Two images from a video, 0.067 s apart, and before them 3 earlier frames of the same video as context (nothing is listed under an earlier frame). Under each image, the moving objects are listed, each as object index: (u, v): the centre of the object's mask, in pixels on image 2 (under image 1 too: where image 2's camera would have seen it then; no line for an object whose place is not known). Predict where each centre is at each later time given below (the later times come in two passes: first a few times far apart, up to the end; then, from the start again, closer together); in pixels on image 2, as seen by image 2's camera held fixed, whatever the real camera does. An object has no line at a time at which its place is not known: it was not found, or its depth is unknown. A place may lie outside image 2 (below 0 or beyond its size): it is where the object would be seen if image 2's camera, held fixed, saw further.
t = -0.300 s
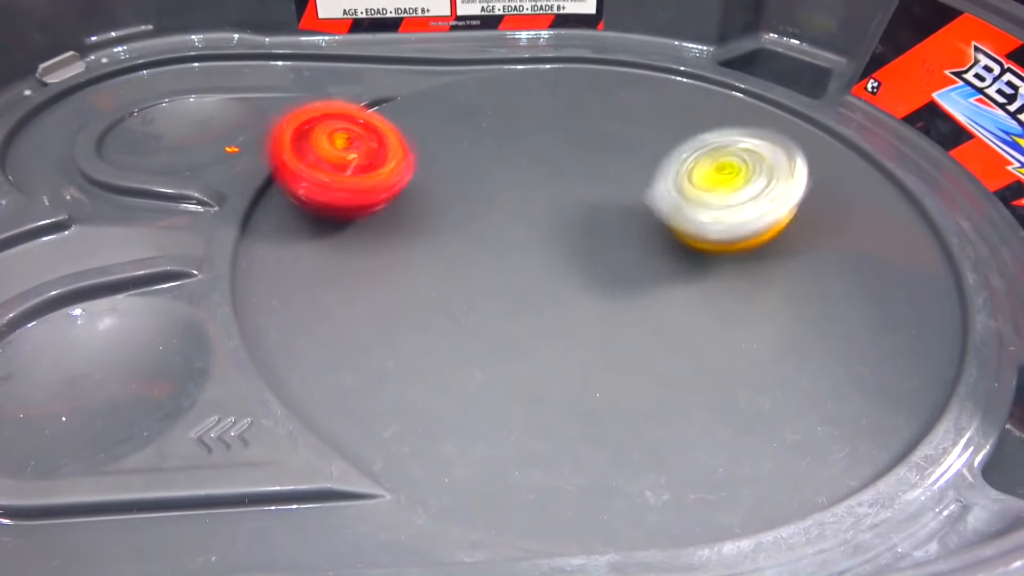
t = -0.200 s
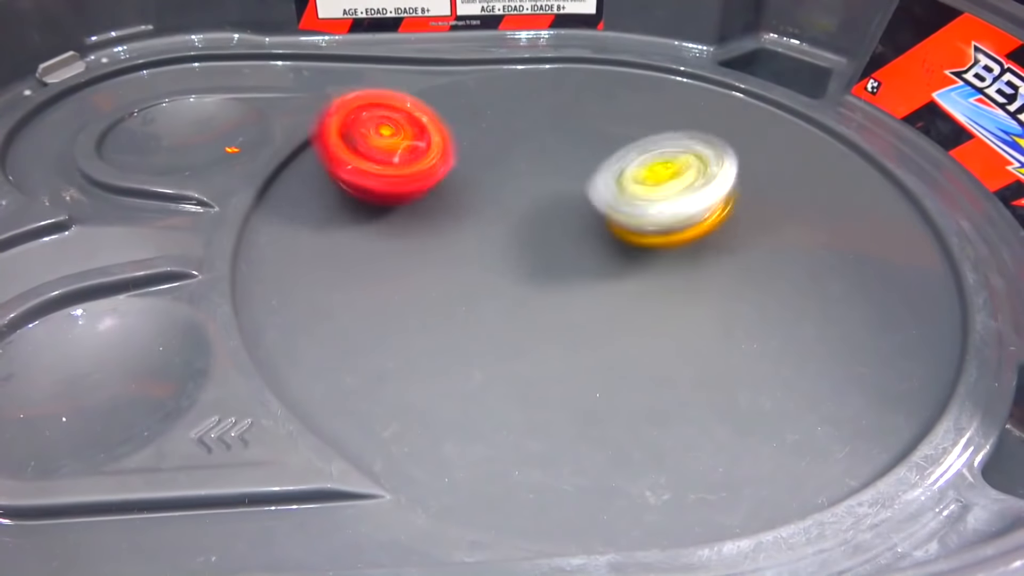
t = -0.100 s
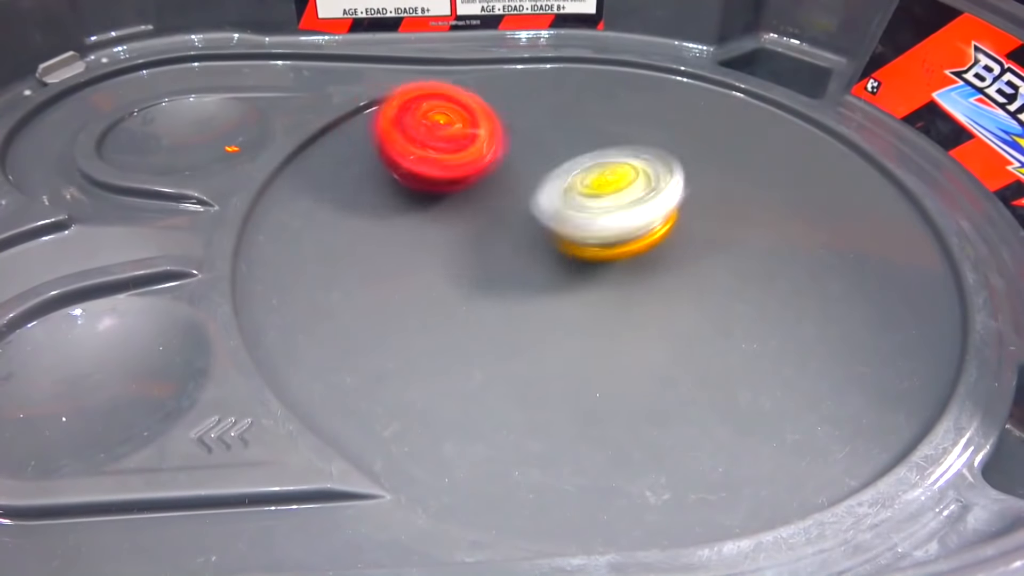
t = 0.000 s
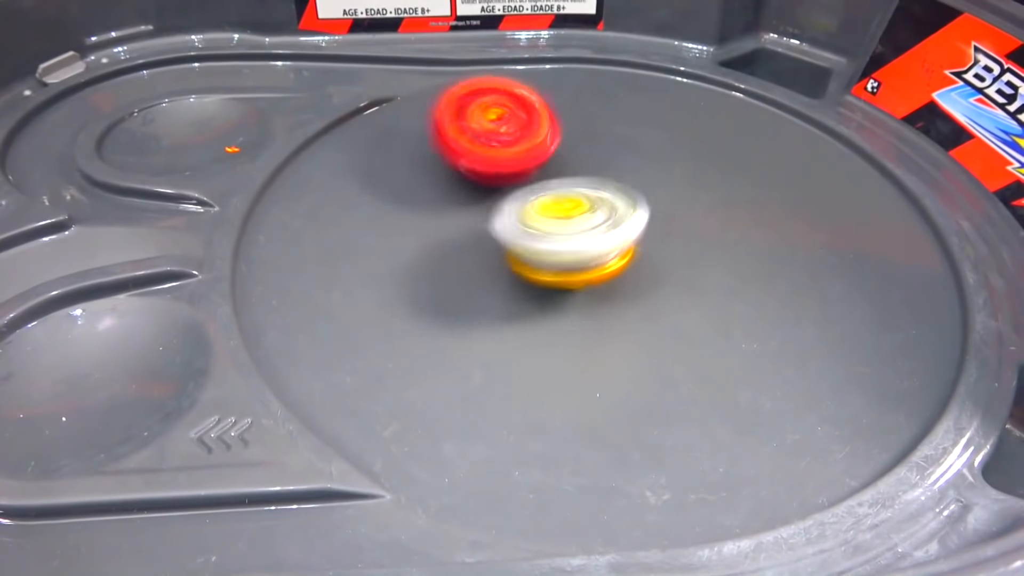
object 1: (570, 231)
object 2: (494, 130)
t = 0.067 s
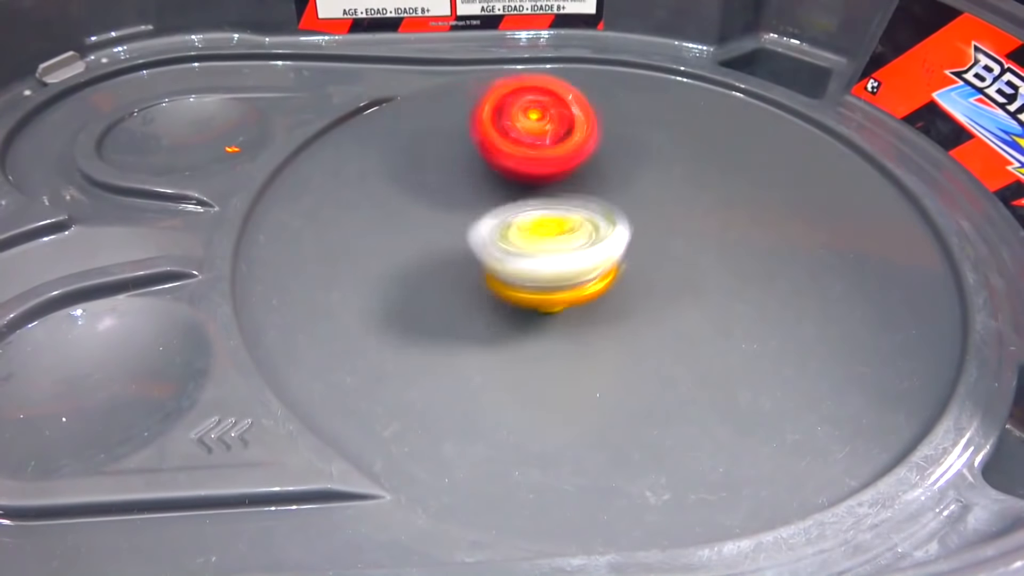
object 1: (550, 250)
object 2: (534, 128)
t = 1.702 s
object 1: (595, 163)
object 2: (493, 234)
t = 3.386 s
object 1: (668, 134)
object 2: (509, 232)
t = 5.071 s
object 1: (690, 154)
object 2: (554, 198)
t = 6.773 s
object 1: (773, 238)
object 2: (600, 225)
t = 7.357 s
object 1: (481, 234)
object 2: (623, 207)
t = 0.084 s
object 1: (548, 254)
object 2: (544, 128)
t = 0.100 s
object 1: (544, 258)
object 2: (554, 128)
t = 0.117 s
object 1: (543, 262)
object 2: (562, 129)
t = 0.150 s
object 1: (540, 269)
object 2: (578, 130)
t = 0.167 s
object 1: (538, 271)
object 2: (588, 131)
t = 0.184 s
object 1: (539, 276)
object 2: (595, 132)
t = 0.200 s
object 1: (540, 278)
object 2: (604, 133)
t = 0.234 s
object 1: (544, 285)
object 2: (617, 135)
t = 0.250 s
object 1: (543, 285)
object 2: (625, 136)
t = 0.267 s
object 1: (547, 290)
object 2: (630, 138)
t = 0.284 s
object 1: (547, 291)
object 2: (636, 140)
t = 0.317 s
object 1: (553, 296)
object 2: (647, 143)
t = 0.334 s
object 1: (554, 296)
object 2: (651, 145)
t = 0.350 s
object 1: (557, 299)
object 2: (655, 147)
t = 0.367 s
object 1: (557, 298)
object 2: (659, 150)
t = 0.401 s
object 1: (561, 300)
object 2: (666, 155)
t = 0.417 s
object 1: (563, 299)
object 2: (667, 157)
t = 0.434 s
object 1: (563, 301)
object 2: (671, 160)
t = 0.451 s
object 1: (562, 297)
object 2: (672, 162)
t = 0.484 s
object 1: (558, 294)
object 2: (674, 167)
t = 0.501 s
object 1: (558, 291)
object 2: (674, 169)
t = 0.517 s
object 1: (555, 290)
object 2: (675, 171)
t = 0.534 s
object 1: (552, 283)
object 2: (675, 174)
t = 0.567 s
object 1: (545, 275)
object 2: (675, 178)
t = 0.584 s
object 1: (544, 270)
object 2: (676, 179)
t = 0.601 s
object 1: (541, 267)
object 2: (676, 181)
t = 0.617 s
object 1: (539, 260)
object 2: (677, 185)
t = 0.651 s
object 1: (534, 249)
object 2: (680, 191)
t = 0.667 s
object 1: (533, 243)
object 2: (682, 192)
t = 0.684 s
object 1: (531, 240)
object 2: (684, 195)
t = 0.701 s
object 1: (532, 233)
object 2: (685, 199)
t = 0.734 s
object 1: (530, 222)
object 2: (686, 206)
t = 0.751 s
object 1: (531, 216)
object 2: (687, 207)
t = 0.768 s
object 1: (525, 213)
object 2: (690, 215)
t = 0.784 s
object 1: (520, 207)
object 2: (696, 215)
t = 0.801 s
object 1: (515, 202)
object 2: (700, 218)
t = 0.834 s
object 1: (504, 191)
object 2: (701, 224)
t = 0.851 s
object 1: (500, 188)
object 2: (698, 228)
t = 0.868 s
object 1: (497, 184)
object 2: (695, 231)
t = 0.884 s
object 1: (496, 180)
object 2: (690, 233)
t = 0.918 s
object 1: (493, 173)
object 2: (678, 238)
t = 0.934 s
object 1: (492, 172)
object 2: (671, 243)
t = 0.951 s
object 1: (493, 170)
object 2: (665, 244)
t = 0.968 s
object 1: (494, 168)
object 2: (659, 247)
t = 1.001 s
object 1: (497, 165)
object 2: (645, 249)
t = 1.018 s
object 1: (497, 165)
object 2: (638, 252)
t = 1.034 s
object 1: (501, 165)
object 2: (632, 251)
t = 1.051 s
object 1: (504, 165)
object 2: (624, 253)
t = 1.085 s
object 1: (509, 166)
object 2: (610, 253)
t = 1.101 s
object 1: (511, 166)
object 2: (603, 255)
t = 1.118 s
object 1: (514, 166)
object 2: (598, 254)
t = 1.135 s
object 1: (517, 162)
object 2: (596, 267)
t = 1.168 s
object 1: (515, 144)
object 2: (591, 283)
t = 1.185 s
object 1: (515, 136)
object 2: (586, 294)
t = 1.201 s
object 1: (514, 129)
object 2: (582, 298)
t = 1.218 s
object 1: (516, 123)
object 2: (575, 302)
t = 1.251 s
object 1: (515, 113)
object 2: (563, 307)
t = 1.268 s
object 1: (515, 107)
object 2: (556, 308)
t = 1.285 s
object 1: (515, 102)
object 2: (549, 310)
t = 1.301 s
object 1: (517, 99)
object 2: (542, 310)
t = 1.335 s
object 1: (518, 94)
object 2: (531, 310)
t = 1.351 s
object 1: (519, 93)
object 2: (526, 309)
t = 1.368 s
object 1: (519, 91)
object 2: (520, 308)
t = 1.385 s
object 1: (520, 92)
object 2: (516, 309)
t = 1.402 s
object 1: (520, 93)
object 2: (513, 306)
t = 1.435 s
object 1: (523, 96)
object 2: (505, 303)
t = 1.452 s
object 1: (524, 96)
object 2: (504, 299)
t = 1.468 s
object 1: (527, 100)
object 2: (500, 297)
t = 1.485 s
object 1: (527, 104)
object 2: (498, 296)
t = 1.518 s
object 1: (533, 111)
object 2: (495, 288)
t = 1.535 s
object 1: (534, 113)
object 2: (495, 285)
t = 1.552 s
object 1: (540, 118)
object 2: (496, 279)
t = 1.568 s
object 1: (543, 124)
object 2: (493, 276)
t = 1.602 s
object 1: (554, 132)
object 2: (493, 265)
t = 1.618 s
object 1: (557, 137)
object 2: (490, 260)
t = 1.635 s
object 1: (565, 141)
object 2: (489, 254)
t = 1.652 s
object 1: (571, 148)
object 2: (492, 248)
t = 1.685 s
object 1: (588, 156)
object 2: (490, 239)
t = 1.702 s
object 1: (595, 163)
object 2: (493, 234)
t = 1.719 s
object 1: (604, 167)
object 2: (491, 229)
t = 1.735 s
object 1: (614, 173)
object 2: (493, 226)
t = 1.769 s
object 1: (651, 184)
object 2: (476, 213)
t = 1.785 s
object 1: (672, 187)
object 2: (464, 213)
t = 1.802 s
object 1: (693, 193)
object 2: (450, 208)
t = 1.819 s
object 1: (714, 194)
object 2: (442, 204)
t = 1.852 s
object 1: (747, 205)
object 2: (426, 198)
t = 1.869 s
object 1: (764, 209)
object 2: (424, 194)
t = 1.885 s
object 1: (776, 214)
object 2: (420, 192)
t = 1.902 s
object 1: (785, 218)
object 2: (417, 190)
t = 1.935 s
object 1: (804, 227)
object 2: (415, 184)
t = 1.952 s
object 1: (807, 230)
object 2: (415, 182)
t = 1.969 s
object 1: (815, 234)
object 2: (413, 180)
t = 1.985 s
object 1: (819, 240)
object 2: (416, 178)
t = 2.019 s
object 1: (820, 248)
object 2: (416, 174)
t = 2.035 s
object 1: (821, 253)
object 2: (420, 171)
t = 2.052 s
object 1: (815, 257)
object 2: (420, 170)
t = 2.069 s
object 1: (814, 261)
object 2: (424, 168)
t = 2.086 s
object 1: (811, 266)
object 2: (428, 167)
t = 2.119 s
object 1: (796, 273)
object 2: (436, 163)
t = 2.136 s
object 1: (791, 276)
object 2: (441, 163)
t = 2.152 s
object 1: (779, 281)
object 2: (450, 161)
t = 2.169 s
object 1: (770, 284)
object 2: (453, 161)
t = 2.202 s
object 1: (748, 290)
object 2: (466, 160)
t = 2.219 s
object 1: (738, 293)
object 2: (476, 159)
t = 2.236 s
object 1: (727, 293)
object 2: (479, 159)
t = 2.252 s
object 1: (712, 297)
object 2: (487, 159)
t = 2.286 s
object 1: (687, 299)
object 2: (502, 160)
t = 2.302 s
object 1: (671, 302)
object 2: (509, 160)
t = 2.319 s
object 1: (657, 303)
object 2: (516, 162)
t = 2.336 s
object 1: (642, 302)
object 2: (526, 162)
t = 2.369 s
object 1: (612, 305)
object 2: (538, 165)
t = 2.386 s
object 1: (596, 302)
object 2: (548, 166)
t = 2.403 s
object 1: (579, 302)
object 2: (554, 168)
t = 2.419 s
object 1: (565, 302)
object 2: (561, 169)
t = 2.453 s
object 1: (533, 296)
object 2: (577, 173)
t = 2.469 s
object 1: (519, 295)
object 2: (582, 177)
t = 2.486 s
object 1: (504, 290)
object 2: (589, 178)
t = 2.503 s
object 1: (490, 286)
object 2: (596, 181)
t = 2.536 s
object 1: (462, 278)
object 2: (606, 187)
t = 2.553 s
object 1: (451, 273)
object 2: (611, 188)
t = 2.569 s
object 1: (439, 270)
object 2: (618, 191)
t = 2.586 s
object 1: (429, 263)
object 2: (621, 195)
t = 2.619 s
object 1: (410, 252)
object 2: (628, 200)
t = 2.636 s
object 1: (403, 247)
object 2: (633, 202)
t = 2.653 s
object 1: (397, 239)
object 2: (635, 207)
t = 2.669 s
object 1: (388, 233)
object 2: (637, 209)
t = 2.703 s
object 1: (380, 221)
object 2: (641, 215)
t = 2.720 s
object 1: (375, 214)
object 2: (643, 220)
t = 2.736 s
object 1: (374, 210)
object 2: (644, 222)
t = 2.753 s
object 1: (373, 203)
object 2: (647, 225)
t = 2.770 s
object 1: (372, 197)
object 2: (646, 230)
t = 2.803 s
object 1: (375, 189)
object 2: (645, 236)
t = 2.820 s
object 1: (378, 182)
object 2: (646, 239)
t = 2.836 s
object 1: (378, 177)
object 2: (643, 244)
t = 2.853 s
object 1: (385, 175)
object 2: (641, 246)
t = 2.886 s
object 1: (393, 163)
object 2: (638, 252)
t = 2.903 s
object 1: (400, 162)
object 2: (635, 256)
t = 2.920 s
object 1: (407, 157)
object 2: (630, 258)
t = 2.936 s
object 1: (412, 153)
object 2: (629, 260)
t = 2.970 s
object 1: (428, 149)
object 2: (620, 266)
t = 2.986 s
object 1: (436, 145)
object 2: (615, 266)
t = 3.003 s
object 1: (443, 140)
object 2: (613, 267)
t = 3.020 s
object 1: (453, 140)
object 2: (606, 269)
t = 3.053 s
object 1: (469, 132)
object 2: (594, 270)
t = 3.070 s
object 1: (480, 132)
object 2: (592, 270)
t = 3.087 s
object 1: (490, 130)
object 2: (584, 271)
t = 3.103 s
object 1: (497, 128)
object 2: (578, 270)
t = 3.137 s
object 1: (518, 127)
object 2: (569, 269)
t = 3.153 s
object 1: (528, 126)
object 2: (562, 268)
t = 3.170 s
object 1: (538, 123)
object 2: (555, 267)
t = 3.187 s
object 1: (550, 123)
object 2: (550, 265)
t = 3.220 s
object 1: (568, 121)
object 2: (541, 261)
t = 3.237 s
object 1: (580, 121)
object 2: (534, 258)
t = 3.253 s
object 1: (590, 123)
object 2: (531, 255)
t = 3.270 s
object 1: (599, 122)
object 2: (527, 253)
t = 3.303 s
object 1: (622, 125)
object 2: (518, 248)
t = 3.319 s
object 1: (631, 127)
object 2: (517, 244)
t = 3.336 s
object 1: (641, 127)
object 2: (513, 241)
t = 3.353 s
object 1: (652, 129)
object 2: (511, 239)
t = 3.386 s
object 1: (668, 134)
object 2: (509, 232)
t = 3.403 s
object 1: (679, 136)
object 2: (505, 229)
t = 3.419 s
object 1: (688, 141)
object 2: (504, 226)
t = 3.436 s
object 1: (695, 145)
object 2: (503, 222)
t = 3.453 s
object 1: (706, 147)
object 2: (505, 218)
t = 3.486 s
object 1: (721, 156)
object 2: (504, 213)
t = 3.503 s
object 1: (729, 160)
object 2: (503, 209)
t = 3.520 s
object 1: (736, 163)
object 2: (507, 205)
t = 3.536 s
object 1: (741, 170)
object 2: (506, 203)
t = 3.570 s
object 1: (751, 180)
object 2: (509, 197)
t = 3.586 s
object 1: (756, 185)
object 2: (513, 193)
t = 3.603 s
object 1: (757, 193)
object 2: (513, 192)
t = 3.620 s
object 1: (762, 197)
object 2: (516, 188)
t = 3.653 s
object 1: (765, 211)
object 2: (524, 183)
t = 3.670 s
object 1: (764, 217)
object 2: (525, 182)
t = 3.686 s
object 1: (766, 223)
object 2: (528, 179)
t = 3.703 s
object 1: (767, 230)
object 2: (531, 179)
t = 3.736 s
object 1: (762, 244)
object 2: (540, 175)
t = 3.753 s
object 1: (759, 250)
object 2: (543, 174)
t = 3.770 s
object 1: (754, 258)
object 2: (547, 173)
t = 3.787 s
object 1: (749, 264)
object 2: (553, 172)
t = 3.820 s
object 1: (740, 276)
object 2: (560, 171)
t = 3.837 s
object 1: (730, 283)
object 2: (565, 171)
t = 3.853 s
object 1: (725, 288)
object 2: (570, 170)
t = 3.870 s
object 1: (714, 293)
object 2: (576, 170)
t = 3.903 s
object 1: (694, 304)
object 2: (582, 171)
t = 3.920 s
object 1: (683, 308)
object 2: (587, 172)
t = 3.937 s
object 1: (675, 311)
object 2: (594, 172)
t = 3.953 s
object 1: (660, 315)
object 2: (595, 174)
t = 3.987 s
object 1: (636, 319)
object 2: (603, 176)
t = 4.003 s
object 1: (621, 322)
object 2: (609, 176)
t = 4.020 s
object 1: (607, 324)
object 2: (611, 179)
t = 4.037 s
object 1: (594, 323)
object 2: (614, 180)
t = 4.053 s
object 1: (583, 322)
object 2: (617, 181)
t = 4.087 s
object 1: (556, 321)
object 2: (624, 186)
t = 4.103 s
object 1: (540, 317)
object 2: (627, 188)
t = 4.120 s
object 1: (528, 315)
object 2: (629, 189)
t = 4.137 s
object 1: (514, 313)
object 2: (633, 192)
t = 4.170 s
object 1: (493, 304)
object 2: (635, 197)
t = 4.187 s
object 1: (480, 299)
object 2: (636, 198)
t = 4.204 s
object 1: (470, 296)
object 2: (637, 202)
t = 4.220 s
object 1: (460, 288)
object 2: (639, 204)
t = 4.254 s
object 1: (441, 277)
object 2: (640, 209)
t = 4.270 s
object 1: (436, 272)
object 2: (640, 212)
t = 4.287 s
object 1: (429, 263)
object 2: (642, 214)
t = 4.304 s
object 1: (421, 256)
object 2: (640, 217)
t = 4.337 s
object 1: (413, 245)
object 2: (637, 222)
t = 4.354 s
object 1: (411, 236)
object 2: (637, 224)
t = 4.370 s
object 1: (405, 229)
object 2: (636, 227)
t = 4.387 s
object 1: (404, 223)
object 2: (632, 229)
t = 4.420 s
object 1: (405, 209)
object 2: (628, 233)
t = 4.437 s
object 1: (402, 202)
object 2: (627, 234)
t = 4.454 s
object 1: (405, 198)
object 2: (622, 236)
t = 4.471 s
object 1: (408, 190)
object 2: (619, 237)
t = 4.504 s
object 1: (411, 177)
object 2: (615, 238)
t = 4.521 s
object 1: (417, 174)
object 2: (611, 239)
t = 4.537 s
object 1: (422, 167)
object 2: (607, 240)
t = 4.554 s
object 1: (425, 161)
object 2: (602, 240)
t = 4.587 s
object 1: (437, 155)
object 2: (598, 240)
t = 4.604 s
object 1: (445, 149)
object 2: (592, 241)
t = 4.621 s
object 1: (449, 144)
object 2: (588, 240)
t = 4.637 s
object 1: (458, 140)
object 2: (583, 240)
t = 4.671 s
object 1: (474, 136)
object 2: (577, 239)
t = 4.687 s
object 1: (481, 130)
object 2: (574, 238)
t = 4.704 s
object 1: (490, 129)
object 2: (569, 236)
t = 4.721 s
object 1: (499, 127)
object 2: (567, 235)
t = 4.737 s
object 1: (507, 125)
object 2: (566, 234)
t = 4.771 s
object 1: (526, 121)
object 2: (559, 231)
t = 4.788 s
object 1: (536, 121)
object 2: (555, 229)
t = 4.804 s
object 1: (544, 119)
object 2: (555, 228)
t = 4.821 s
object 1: (555, 117)
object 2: (553, 226)
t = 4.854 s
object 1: (574, 120)
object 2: (549, 222)
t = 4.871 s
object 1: (582, 120)
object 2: (548, 221)
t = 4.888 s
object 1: (595, 120)
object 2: (550, 218)
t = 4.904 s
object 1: (605, 123)
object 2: (548, 216)
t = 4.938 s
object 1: (620, 126)
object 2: (547, 212)
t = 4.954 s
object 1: (632, 129)
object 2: (549, 210)
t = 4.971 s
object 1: (642, 132)
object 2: (551, 209)
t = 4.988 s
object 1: (649, 137)
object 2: (548, 207)
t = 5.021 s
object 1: (666, 142)
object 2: (549, 203)
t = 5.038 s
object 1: (675, 147)
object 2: (554, 201)
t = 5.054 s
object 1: (681, 152)
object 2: (554, 200)
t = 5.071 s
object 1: (690, 154)
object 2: (554, 198)
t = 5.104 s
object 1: (704, 166)
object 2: (557, 196)
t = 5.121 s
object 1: (708, 172)
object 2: (563, 193)
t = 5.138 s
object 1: (717, 175)
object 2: (562, 194)
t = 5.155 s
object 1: (722, 181)
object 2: (564, 192)
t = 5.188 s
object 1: (729, 195)
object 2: (569, 190)
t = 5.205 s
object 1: (735, 199)
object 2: (574, 190)
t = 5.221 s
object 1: (739, 205)
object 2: (573, 190)
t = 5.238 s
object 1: (740, 213)
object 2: (576, 189)
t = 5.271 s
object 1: (743, 226)
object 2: (582, 189)
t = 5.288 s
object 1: (743, 232)
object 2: (585, 189)
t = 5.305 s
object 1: (741, 240)
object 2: (585, 190)
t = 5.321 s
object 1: (737, 246)
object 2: (587, 189)
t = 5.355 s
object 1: (734, 259)
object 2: (594, 190)
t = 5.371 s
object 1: (729, 267)
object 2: (595, 192)
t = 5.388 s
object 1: (722, 273)
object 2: (596, 192)
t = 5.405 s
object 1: (718, 279)
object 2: (597, 193)
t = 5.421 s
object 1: (712, 283)
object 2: (598, 194)
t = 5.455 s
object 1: (694, 294)
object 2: (602, 197)
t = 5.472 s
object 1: (687, 299)
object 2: (601, 198)
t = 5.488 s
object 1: (679, 302)
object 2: (601, 199)
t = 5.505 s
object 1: (667, 307)
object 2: (602, 201)
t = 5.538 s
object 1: (644, 313)
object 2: (604, 203)
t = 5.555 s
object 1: (635, 313)
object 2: (603, 204)
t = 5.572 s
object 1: (621, 315)
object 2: (603, 205)
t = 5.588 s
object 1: (608, 317)
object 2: (604, 208)
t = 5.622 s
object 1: (586, 315)
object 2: (605, 208)
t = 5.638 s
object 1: (572, 314)
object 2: (604, 209)
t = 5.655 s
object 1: (559, 314)
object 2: (602, 210)
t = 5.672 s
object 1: (548, 311)
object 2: (601, 214)
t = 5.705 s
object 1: (522, 304)
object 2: (602, 214)
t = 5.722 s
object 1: (509, 302)
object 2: (604, 215)
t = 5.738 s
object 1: (500, 300)
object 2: (605, 215)
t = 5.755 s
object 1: (488, 294)
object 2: (604, 215)
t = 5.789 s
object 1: (467, 282)
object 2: (603, 214)
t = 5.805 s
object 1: (462, 278)
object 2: (602, 213)
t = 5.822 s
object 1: (454, 270)
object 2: (601, 211)
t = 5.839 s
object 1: (449, 264)
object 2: (601, 211)
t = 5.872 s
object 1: (439, 251)
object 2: (606, 210)
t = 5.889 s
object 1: (435, 244)
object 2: (605, 210)
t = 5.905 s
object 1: (434, 238)
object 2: (605, 209)
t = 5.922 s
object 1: (429, 229)
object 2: (604, 209)
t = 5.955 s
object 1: (428, 218)
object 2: (608, 208)
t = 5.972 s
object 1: (431, 210)
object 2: (606, 208)
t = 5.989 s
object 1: (430, 203)
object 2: (606, 207)
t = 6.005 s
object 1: (430, 196)
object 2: (606, 206)
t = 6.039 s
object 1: (438, 185)
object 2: (609, 205)
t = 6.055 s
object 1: (441, 181)
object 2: (608, 206)
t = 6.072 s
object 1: (443, 173)
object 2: (607, 206)
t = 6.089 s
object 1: (450, 170)
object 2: (607, 204)
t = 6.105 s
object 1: (455, 166)
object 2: (606, 205)
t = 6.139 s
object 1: (466, 155)
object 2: (608, 205)
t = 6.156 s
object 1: (473, 151)
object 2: (606, 204)
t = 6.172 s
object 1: (480, 150)
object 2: (606, 203)
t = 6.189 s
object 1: (487, 145)
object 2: (605, 203)
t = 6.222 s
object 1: (500, 137)
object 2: (610, 206)
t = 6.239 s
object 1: (508, 134)
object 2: (608, 208)
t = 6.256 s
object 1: (517, 131)
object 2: (609, 209)
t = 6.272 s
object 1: (527, 130)
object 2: (609, 210)
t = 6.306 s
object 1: (544, 125)
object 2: (612, 215)
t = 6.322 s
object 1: (556, 125)
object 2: (612, 220)
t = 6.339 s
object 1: (568, 125)
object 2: (610, 227)
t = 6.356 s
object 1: (577, 126)
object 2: (609, 230)
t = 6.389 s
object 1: (597, 129)
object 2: (607, 235)
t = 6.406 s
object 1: (610, 130)
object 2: (607, 235)
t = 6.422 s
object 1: (621, 133)
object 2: (605, 235)
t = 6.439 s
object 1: (631, 136)
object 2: (604, 237)
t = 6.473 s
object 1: (654, 142)
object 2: (599, 238)
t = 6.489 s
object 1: (666, 146)
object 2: (600, 240)
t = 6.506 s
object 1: (677, 151)
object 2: (601, 241)
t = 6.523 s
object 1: (685, 153)
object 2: (601, 237)
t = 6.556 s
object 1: (705, 161)
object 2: (600, 236)
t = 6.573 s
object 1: (714, 167)
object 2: (600, 235)
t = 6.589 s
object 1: (722, 173)
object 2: (599, 236)
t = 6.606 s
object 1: (730, 176)
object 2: (600, 234)
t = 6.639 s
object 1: (745, 186)
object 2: (600, 231)
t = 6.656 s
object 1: (750, 193)
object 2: (602, 231)
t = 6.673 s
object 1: (752, 200)
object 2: (602, 232)
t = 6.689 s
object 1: (759, 205)
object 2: (601, 231)
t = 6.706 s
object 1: (760, 212)
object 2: (604, 231)
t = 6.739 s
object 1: (767, 225)
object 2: (605, 230)
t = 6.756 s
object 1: (767, 231)
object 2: (603, 228)
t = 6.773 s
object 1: (773, 238)
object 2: (600, 225)
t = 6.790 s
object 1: (775, 246)
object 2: (595, 224)
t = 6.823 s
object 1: (777, 264)
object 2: (588, 215)
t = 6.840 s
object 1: (774, 272)
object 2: (588, 212)
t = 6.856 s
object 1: (775, 278)
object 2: (586, 209)
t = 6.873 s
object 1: (769, 286)
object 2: (585, 205)
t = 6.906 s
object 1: (762, 298)
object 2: (590, 203)
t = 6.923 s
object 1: (754, 306)
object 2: (592, 202)
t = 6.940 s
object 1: (748, 310)
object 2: (596, 201)
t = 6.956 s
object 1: (737, 316)
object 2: (599, 201)
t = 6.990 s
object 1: (718, 323)
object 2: (604, 199)
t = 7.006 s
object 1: (706, 327)
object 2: (605, 199)
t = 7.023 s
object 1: (694, 329)
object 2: (607, 196)
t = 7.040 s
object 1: (679, 332)
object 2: (609, 197)
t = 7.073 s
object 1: (653, 332)
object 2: (613, 197)
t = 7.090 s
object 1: (638, 331)
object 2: (615, 199)
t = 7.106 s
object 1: (624, 328)
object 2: (617, 199)
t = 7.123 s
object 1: (608, 326)
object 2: (619, 199)
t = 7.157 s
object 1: (580, 319)
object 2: (620, 200)
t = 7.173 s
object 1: (567, 313)
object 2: (621, 200)
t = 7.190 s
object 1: (553, 307)
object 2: (621, 199)
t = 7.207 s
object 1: (542, 302)
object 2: (622, 199)
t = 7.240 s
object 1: (522, 290)
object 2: (622, 200)
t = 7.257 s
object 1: (514, 281)
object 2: (623, 199)
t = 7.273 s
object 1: (504, 272)
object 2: (622, 200)
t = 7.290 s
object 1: (500, 266)
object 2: (622, 201)
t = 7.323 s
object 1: (490, 250)
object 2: (622, 204)
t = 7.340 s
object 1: (484, 242)
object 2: (623, 205)
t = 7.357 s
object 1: (481, 234)
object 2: (623, 207)
